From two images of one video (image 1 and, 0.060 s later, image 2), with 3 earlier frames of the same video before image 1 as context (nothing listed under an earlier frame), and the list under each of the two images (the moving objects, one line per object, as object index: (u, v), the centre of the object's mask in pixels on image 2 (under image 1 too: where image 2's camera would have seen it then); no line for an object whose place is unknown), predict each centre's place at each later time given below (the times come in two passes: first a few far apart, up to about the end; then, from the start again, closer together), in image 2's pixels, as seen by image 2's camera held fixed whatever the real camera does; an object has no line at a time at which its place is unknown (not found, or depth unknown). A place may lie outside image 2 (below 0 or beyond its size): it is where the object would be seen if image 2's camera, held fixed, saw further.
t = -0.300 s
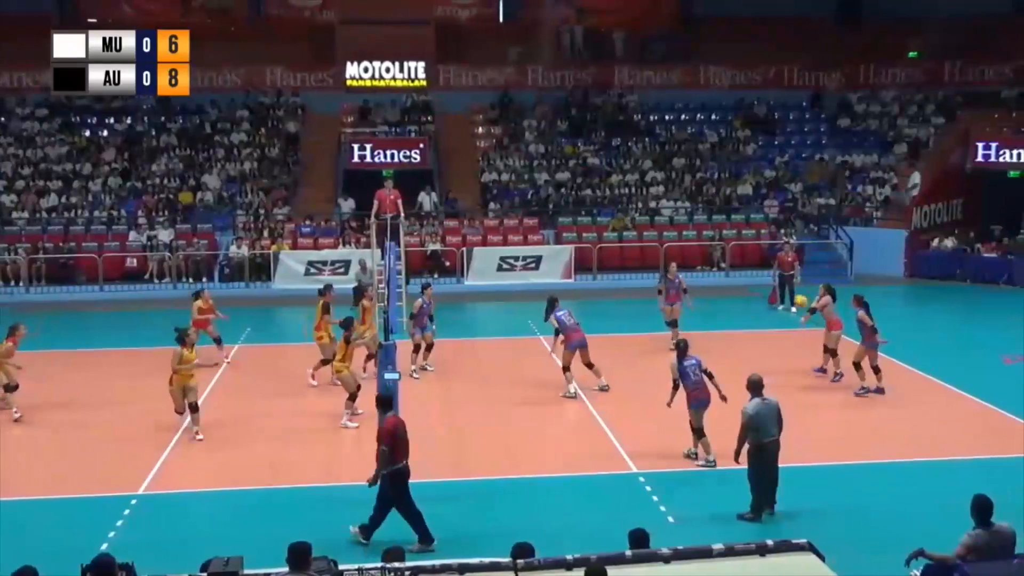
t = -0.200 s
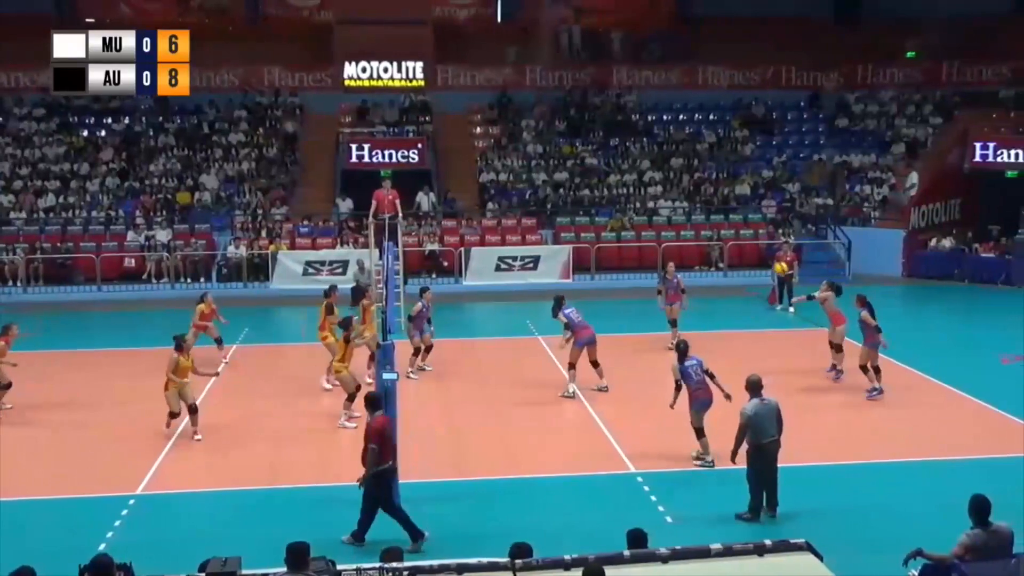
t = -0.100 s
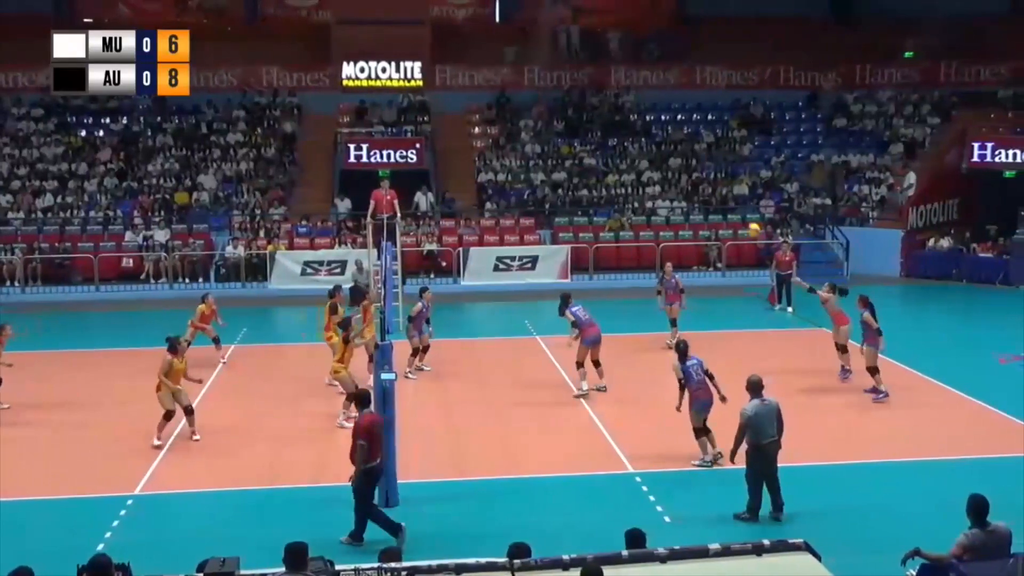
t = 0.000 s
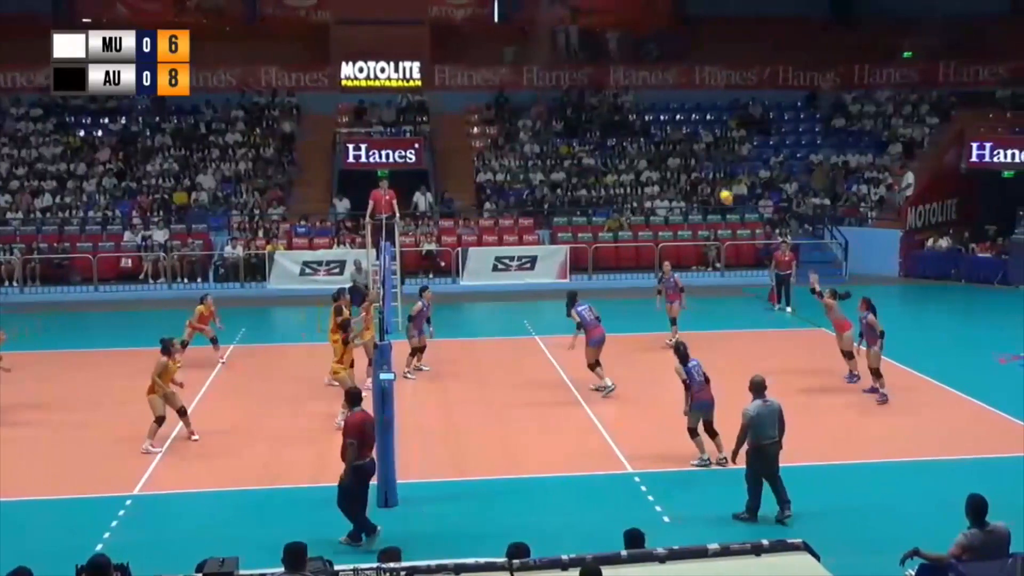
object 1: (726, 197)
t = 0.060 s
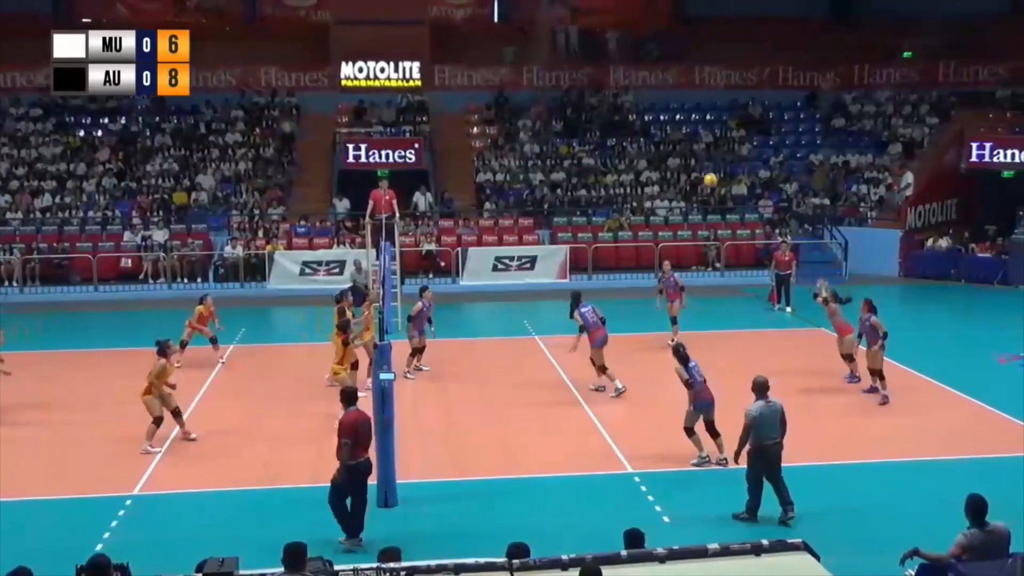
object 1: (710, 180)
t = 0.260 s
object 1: (658, 139)
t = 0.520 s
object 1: (590, 125)
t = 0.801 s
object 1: (520, 155)
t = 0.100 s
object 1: (700, 170)
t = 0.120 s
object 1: (695, 165)
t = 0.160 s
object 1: (684, 157)
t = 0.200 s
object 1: (674, 149)
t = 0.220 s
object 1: (668, 146)
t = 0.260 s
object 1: (658, 139)
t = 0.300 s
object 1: (647, 134)
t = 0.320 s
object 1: (642, 132)
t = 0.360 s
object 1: (631, 128)
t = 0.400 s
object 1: (620, 126)
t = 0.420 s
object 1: (616, 125)
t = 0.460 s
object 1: (605, 124)
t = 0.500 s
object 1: (595, 124)
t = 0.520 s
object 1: (590, 125)
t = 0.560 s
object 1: (580, 126)
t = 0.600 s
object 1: (570, 128)
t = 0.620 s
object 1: (565, 130)
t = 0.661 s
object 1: (554, 134)
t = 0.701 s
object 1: (545, 138)
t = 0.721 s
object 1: (540, 141)
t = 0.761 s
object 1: (530, 148)
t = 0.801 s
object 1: (520, 155)
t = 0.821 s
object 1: (515, 159)
